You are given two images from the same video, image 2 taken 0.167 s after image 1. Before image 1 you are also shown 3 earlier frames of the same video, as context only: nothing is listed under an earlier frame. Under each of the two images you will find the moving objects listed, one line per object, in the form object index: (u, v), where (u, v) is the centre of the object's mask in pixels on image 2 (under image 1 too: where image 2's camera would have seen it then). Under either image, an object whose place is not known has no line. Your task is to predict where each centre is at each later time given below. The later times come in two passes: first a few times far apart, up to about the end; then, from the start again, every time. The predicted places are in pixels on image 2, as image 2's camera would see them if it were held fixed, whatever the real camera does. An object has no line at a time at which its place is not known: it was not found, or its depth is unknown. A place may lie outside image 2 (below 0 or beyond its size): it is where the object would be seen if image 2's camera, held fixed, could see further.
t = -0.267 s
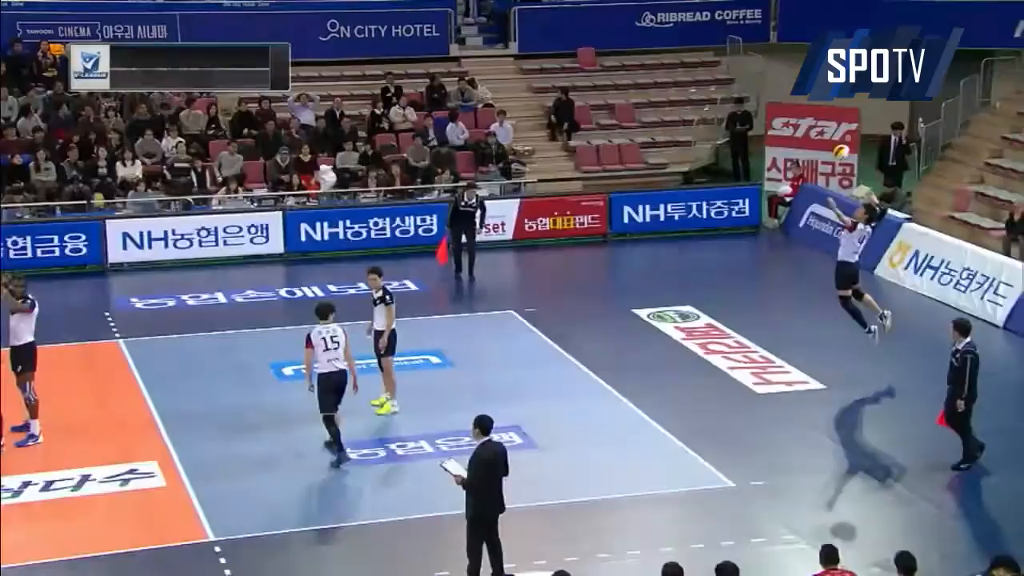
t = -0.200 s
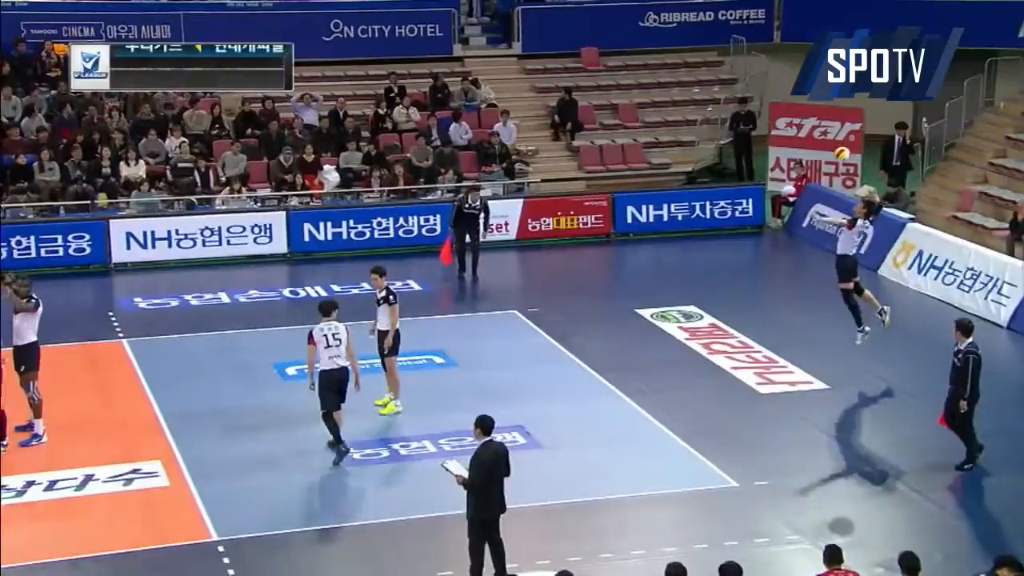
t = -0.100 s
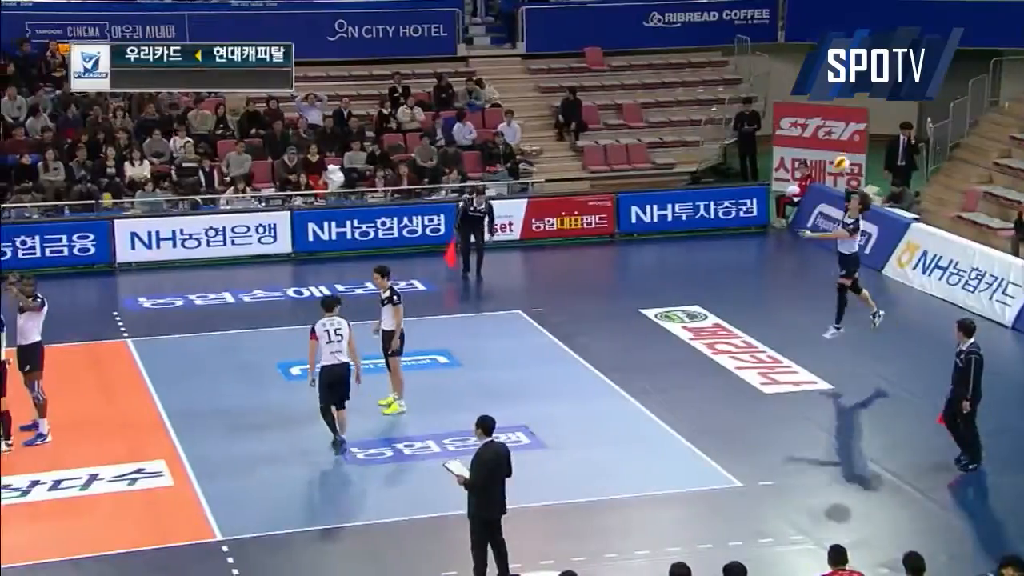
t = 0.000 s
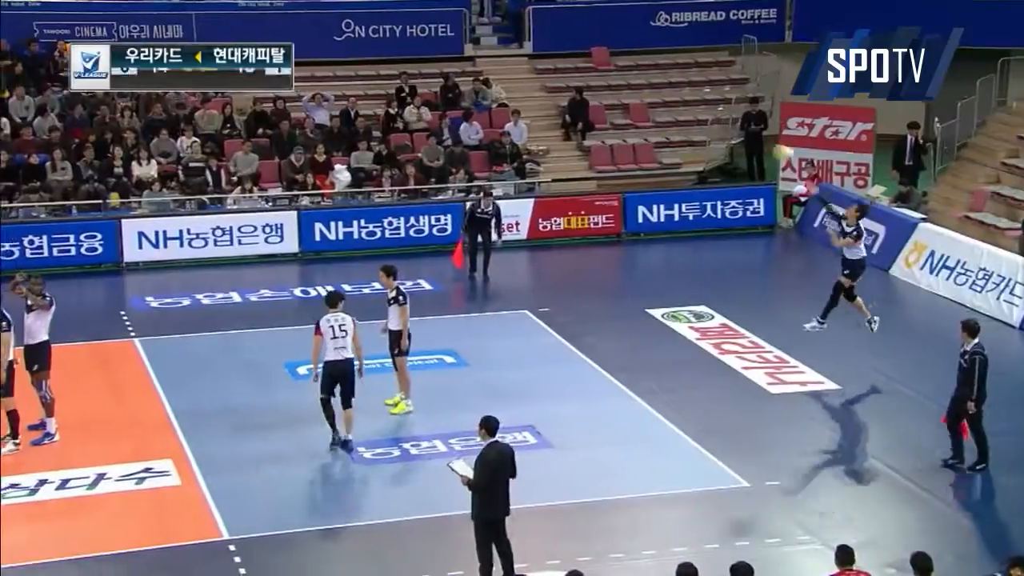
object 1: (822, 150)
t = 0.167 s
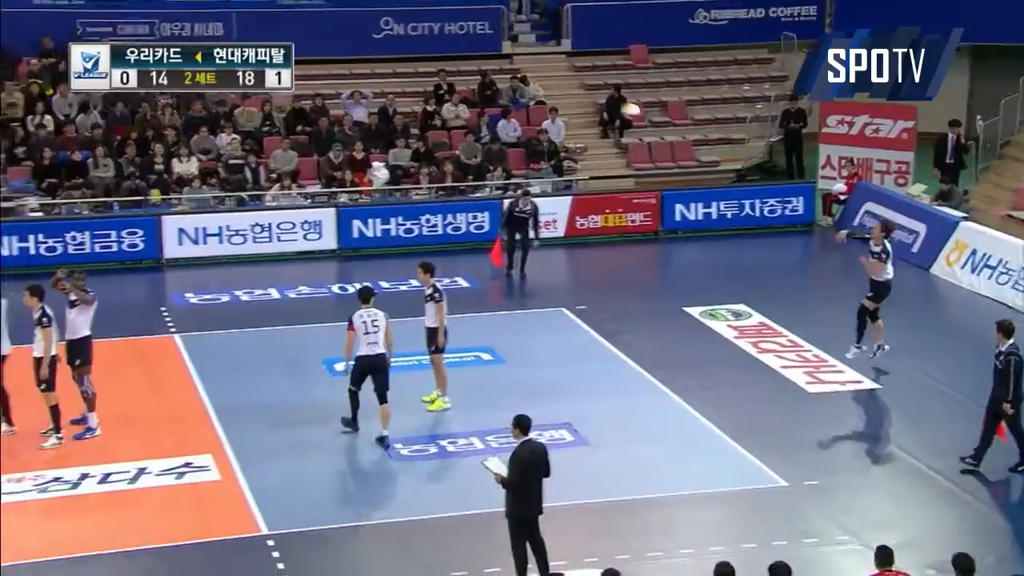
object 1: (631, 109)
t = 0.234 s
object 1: (555, 98)
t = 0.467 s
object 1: (295, 80)
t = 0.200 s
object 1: (594, 105)
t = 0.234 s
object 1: (555, 98)
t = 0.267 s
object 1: (518, 95)
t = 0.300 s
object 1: (480, 90)
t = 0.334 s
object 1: (444, 87)
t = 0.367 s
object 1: (406, 84)
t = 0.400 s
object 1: (369, 82)
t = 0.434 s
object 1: (332, 80)
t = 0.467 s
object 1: (295, 80)
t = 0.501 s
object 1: (258, 81)
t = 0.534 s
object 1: (221, 82)
